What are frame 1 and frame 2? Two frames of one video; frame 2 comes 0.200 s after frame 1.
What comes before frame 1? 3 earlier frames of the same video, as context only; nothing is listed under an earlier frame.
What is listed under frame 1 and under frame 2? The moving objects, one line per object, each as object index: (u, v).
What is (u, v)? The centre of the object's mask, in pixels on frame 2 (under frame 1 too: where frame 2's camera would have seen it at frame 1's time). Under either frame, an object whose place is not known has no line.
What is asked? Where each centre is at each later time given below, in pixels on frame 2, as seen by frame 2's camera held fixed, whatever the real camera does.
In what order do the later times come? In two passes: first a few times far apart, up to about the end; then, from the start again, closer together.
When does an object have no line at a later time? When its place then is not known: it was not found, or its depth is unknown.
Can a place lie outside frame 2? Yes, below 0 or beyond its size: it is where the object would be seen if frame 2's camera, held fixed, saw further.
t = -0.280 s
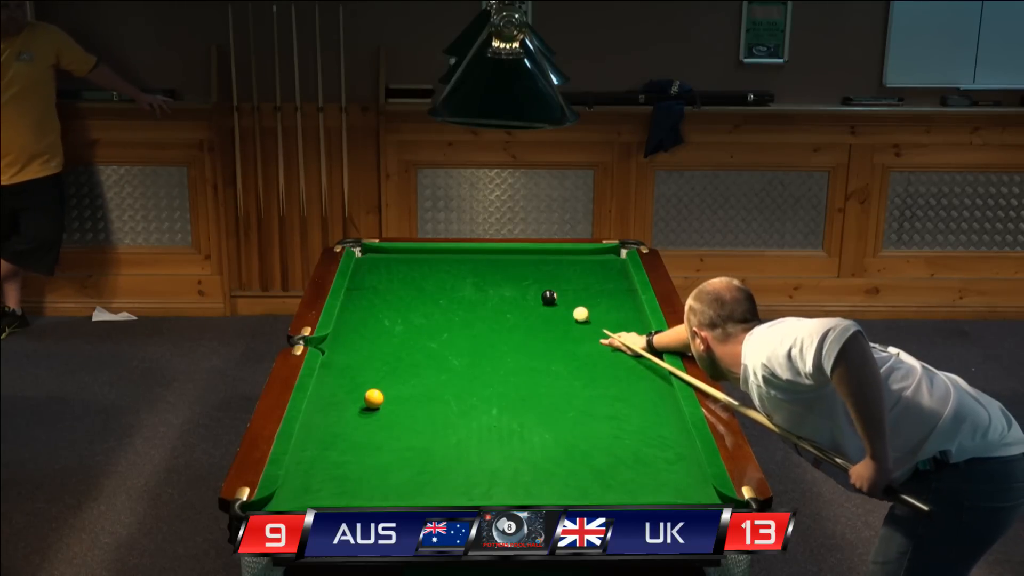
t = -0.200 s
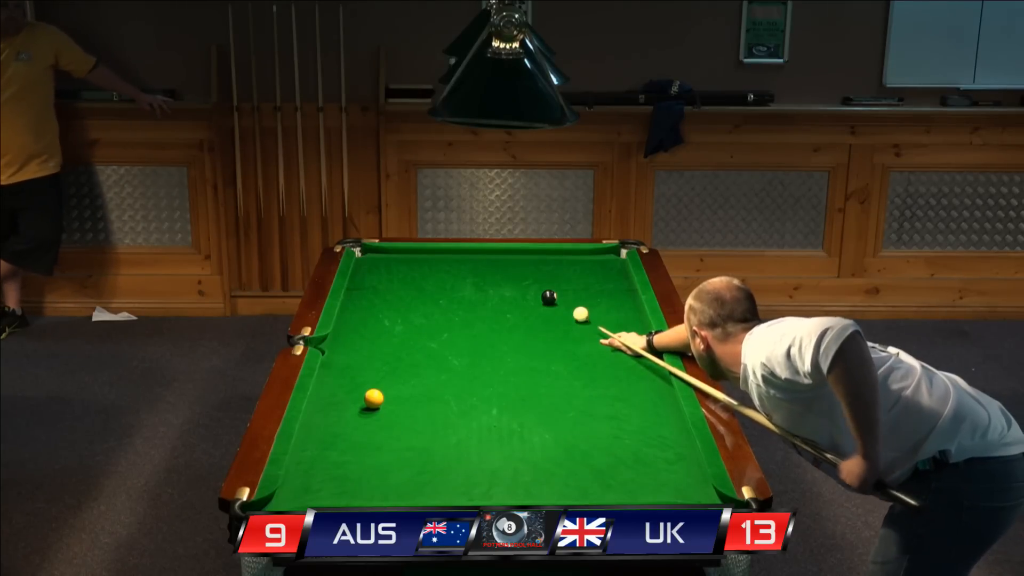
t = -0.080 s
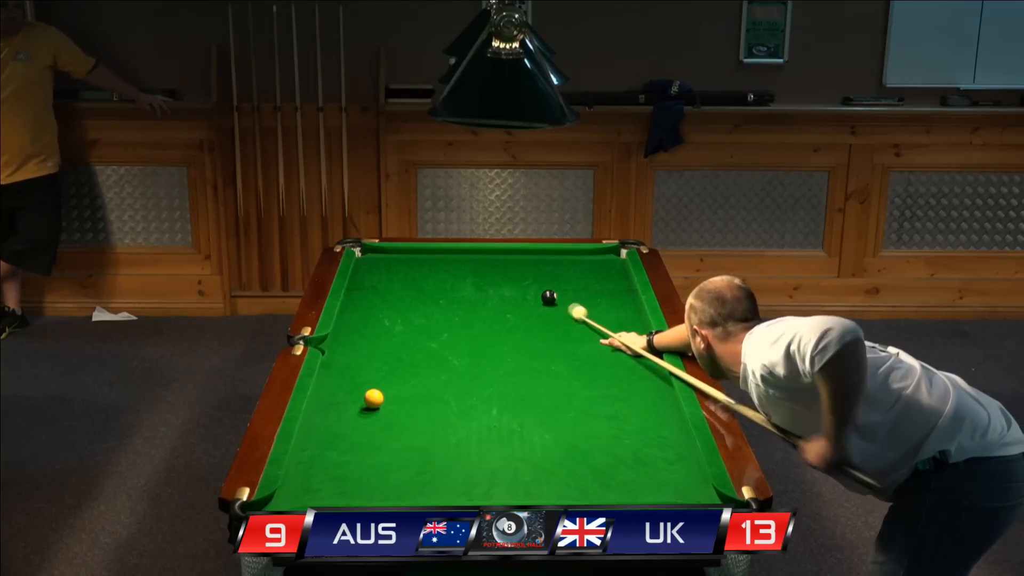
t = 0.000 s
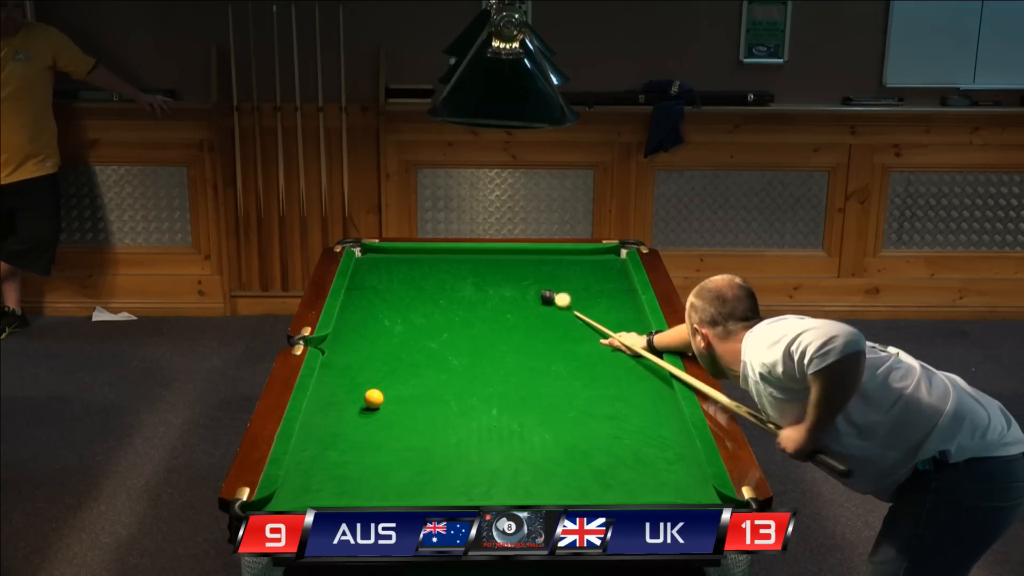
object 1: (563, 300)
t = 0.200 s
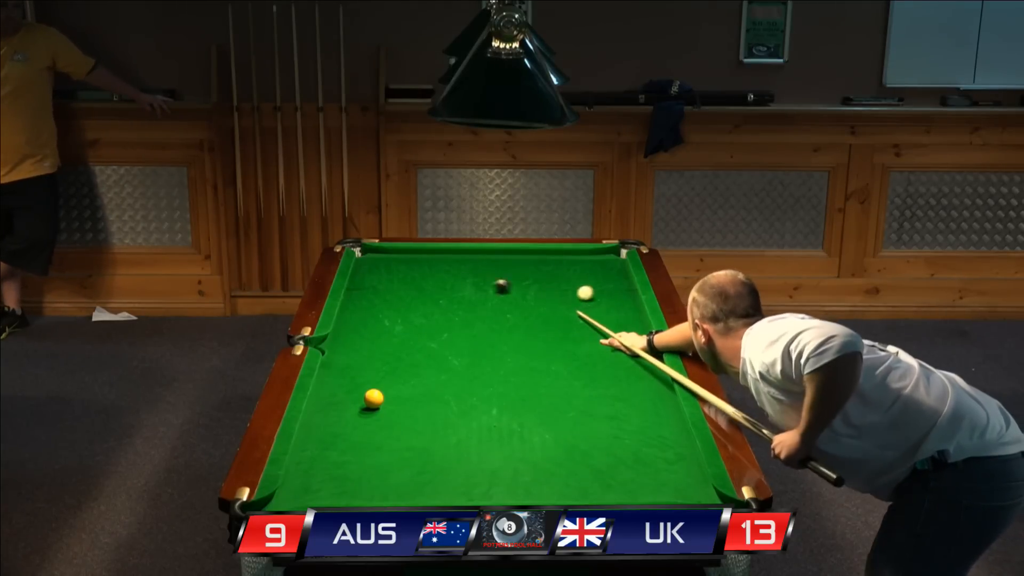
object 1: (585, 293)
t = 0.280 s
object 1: (594, 290)
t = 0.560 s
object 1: (621, 283)
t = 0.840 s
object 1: (613, 277)
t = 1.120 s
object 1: (598, 273)
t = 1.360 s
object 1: (586, 270)
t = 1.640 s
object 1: (575, 267)
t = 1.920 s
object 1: (566, 264)
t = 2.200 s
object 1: (559, 262)
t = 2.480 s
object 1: (555, 261)
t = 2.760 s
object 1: (552, 260)
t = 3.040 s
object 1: (552, 260)
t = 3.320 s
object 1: (552, 260)
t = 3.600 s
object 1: (552, 260)
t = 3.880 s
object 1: (552, 260)
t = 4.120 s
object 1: (552, 260)
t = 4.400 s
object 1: (552, 260)
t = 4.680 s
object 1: (552, 260)
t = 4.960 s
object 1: (552, 260)
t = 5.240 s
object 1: (552, 260)
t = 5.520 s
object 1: (552, 260)
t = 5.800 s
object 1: (552, 260)
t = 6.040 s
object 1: (552, 260)
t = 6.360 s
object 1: (552, 260)
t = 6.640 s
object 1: (552, 260)
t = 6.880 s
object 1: (552, 260)
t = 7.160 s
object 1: (552, 260)
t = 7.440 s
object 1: (552, 260)
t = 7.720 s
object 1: (552, 260)
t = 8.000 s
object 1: (552, 260)
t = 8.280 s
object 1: (552, 260)
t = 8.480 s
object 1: (552, 260)
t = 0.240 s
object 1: (589, 292)
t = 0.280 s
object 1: (594, 290)
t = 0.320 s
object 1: (598, 289)
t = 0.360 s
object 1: (602, 288)
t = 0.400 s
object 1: (606, 287)
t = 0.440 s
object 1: (610, 286)
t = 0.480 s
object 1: (614, 285)
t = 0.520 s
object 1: (618, 284)
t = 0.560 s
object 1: (621, 283)
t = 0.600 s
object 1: (625, 281)
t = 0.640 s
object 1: (626, 281)
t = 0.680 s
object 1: (623, 280)
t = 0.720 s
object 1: (621, 279)
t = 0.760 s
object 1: (618, 279)
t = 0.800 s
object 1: (616, 278)
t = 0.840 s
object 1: (613, 277)
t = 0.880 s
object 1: (611, 276)
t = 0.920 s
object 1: (609, 276)
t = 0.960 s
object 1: (606, 275)
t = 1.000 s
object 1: (604, 274)
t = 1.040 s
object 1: (602, 274)
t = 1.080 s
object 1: (600, 274)
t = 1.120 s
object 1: (598, 273)
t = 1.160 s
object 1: (595, 272)
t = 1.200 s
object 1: (594, 272)
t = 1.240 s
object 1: (591, 271)
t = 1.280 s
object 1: (590, 271)
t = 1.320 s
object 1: (588, 270)
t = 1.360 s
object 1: (586, 270)
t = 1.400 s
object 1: (584, 269)
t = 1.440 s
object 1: (583, 269)
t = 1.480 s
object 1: (581, 268)
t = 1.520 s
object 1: (580, 268)
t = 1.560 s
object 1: (578, 267)
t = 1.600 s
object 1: (576, 267)
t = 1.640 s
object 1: (575, 267)
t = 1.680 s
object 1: (574, 266)
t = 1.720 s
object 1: (572, 266)
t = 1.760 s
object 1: (571, 265)
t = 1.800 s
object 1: (570, 265)
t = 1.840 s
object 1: (568, 265)
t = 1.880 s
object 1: (567, 265)
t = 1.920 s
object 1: (566, 264)
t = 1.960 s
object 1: (565, 264)
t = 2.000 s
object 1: (564, 264)
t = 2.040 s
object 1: (563, 263)
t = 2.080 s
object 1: (562, 263)
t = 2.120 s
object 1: (561, 263)
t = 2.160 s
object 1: (560, 263)
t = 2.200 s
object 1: (559, 262)
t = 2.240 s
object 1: (559, 262)
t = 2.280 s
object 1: (558, 262)
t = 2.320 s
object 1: (557, 262)
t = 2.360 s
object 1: (557, 262)
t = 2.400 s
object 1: (556, 261)
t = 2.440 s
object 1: (555, 261)
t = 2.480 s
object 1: (555, 261)
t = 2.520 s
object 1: (554, 261)
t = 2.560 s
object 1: (554, 261)
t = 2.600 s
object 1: (553, 261)
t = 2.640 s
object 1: (553, 261)
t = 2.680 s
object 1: (553, 260)
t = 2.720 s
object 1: (552, 260)
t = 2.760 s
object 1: (552, 260)
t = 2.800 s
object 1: (552, 260)
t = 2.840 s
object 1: (552, 260)
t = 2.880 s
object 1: (552, 260)
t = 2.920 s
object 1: (552, 260)
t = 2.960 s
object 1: (552, 260)
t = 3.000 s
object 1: (552, 260)
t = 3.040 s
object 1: (552, 260)
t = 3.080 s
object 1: (552, 260)
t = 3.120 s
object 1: (552, 260)
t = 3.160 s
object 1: (552, 260)
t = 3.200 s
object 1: (552, 260)
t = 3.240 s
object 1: (552, 260)
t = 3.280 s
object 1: (552, 260)
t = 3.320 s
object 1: (552, 260)
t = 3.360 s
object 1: (552, 260)
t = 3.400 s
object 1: (552, 260)
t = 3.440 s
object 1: (552, 260)
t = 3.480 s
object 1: (552, 260)
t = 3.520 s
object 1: (552, 260)
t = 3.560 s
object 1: (552, 260)
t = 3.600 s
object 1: (552, 260)
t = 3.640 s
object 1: (552, 260)
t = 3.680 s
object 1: (552, 260)
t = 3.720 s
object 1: (552, 260)
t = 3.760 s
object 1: (552, 260)
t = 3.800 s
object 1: (552, 260)
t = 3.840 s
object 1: (552, 260)
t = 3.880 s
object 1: (552, 260)
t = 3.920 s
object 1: (552, 260)
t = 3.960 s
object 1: (552, 260)
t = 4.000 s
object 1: (552, 260)
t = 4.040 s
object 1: (552, 260)
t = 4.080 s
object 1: (552, 260)
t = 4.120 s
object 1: (552, 260)
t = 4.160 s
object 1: (552, 260)
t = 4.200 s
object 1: (552, 260)
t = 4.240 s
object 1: (552, 260)
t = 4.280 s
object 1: (552, 260)
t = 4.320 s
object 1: (552, 260)
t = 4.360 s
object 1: (552, 260)
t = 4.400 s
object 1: (552, 260)
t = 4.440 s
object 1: (552, 260)
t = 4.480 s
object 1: (552, 260)
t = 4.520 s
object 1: (552, 260)
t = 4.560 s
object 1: (552, 260)
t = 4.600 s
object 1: (552, 260)
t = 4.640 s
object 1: (552, 260)
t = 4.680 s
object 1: (552, 260)
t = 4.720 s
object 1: (552, 260)
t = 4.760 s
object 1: (552, 260)
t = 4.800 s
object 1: (552, 260)
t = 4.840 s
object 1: (552, 260)
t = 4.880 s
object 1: (552, 260)
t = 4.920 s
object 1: (552, 260)
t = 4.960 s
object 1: (552, 260)
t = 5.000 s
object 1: (552, 260)
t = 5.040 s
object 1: (552, 260)
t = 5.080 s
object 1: (552, 260)
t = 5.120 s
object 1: (552, 260)
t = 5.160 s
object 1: (552, 260)
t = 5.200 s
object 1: (552, 260)
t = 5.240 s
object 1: (552, 260)
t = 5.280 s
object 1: (552, 260)
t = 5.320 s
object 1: (552, 260)
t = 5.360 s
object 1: (552, 260)
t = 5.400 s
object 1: (552, 260)
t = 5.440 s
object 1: (552, 260)
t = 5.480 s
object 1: (552, 260)
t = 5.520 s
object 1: (552, 260)
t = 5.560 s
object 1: (552, 260)
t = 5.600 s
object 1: (552, 260)
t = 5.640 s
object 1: (552, 260)
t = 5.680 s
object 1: (552, 260)
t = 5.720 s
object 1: (552, 260)
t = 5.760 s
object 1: (552, 260)
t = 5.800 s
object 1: (552, 260)
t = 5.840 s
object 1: (552, 260)
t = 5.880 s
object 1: (552, 260)
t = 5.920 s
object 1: (552, 260)
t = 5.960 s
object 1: (552, 260)
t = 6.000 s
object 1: (552, 260)
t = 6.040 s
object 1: (552, 260)
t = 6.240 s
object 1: (552, 260)
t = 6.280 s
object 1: (552, 260)
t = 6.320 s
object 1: (552, 260)
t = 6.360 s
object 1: (552, 260)
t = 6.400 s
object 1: (552, 260)
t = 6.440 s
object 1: (552, 260)
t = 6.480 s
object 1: (552, 260)
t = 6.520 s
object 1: (552, 260)
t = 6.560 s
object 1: (552, 260)
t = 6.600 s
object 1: (552, 260)
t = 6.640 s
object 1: (552, 260)
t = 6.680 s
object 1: (552, 260)
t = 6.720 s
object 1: (552, 260)
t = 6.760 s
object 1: (552, 260)
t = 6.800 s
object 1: (552, 260)
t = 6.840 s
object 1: (552, 260)
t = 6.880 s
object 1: (552, 260)
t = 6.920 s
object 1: (552, 260)
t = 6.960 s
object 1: (552, 260)
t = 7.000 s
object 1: (552, 260)
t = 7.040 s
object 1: (552, 260)
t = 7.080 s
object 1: (552, 260)
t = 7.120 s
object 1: (552, 260)
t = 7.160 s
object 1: (552, 260)
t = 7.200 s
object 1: (552, 260)
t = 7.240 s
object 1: (552, 260)
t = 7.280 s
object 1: (552, 260)
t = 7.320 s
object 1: (552, 260)
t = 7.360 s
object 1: (552, 260)
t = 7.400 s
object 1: (552, 260)
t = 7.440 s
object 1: (552, 260)
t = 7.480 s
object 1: (552, 260)
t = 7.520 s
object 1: (552, 260)
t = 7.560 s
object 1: (552, 260)
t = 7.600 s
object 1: (552, 260)
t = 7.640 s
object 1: (552, 260)
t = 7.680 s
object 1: (552, 260)
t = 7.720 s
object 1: (552, 260)
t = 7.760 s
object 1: (552, 260)
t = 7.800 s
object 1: (552, 260)
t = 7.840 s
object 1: (552, 260)
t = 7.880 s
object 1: (552, 260)
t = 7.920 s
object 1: (552, 260)
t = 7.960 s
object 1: (552, 260)
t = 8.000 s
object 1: (552, 260)
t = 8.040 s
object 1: (552, 260)
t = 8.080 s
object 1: (552, 260)
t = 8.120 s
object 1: (552, 260)
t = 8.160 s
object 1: (552, 260)
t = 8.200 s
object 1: (552, 260)
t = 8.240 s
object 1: (552, 260)
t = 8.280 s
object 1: (552, 260)
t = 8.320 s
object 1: (552, 260)
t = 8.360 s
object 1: (552, 260)
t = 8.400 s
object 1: (552, 260)
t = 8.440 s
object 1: (552, 260)
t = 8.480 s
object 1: (552, 260)
